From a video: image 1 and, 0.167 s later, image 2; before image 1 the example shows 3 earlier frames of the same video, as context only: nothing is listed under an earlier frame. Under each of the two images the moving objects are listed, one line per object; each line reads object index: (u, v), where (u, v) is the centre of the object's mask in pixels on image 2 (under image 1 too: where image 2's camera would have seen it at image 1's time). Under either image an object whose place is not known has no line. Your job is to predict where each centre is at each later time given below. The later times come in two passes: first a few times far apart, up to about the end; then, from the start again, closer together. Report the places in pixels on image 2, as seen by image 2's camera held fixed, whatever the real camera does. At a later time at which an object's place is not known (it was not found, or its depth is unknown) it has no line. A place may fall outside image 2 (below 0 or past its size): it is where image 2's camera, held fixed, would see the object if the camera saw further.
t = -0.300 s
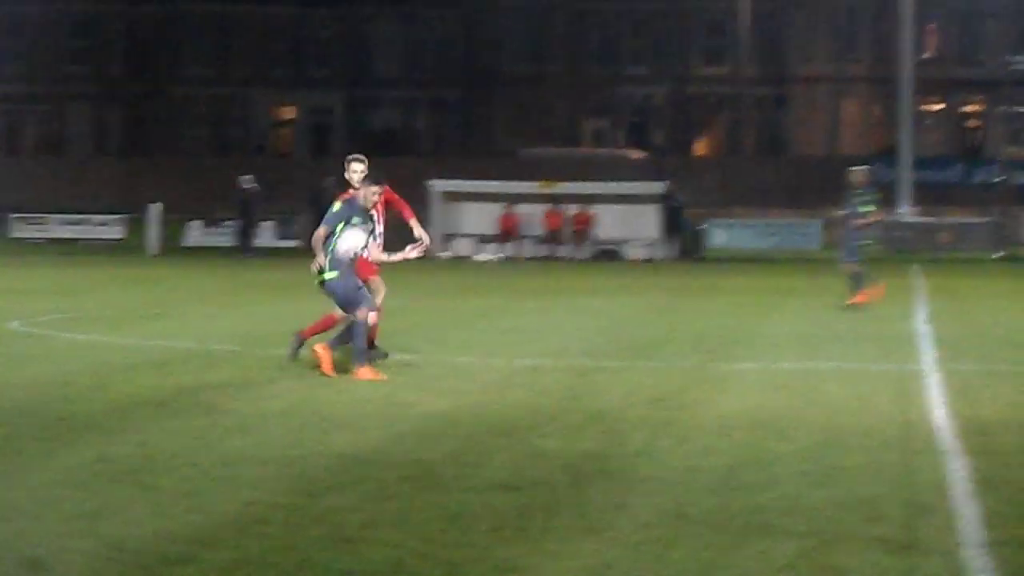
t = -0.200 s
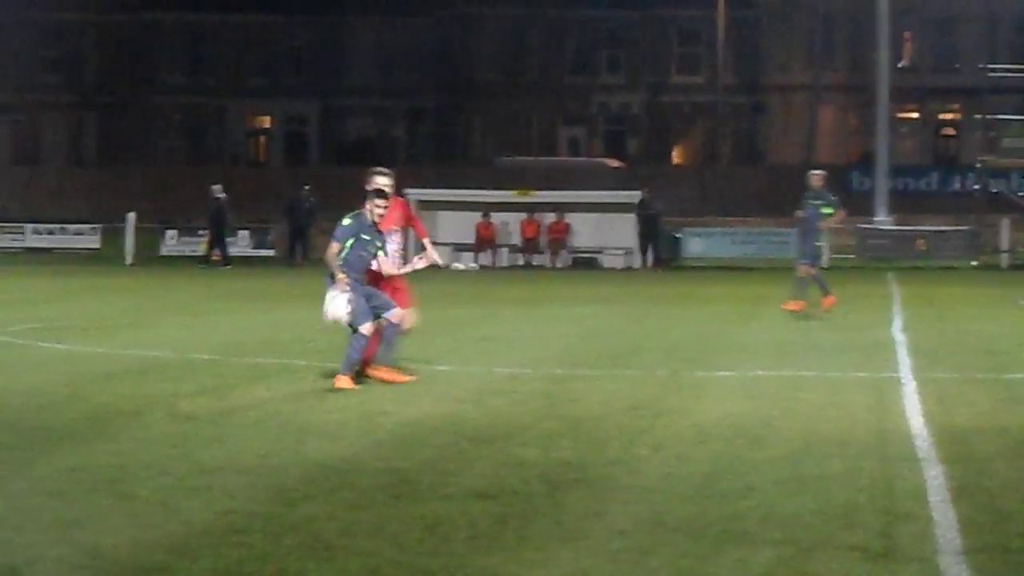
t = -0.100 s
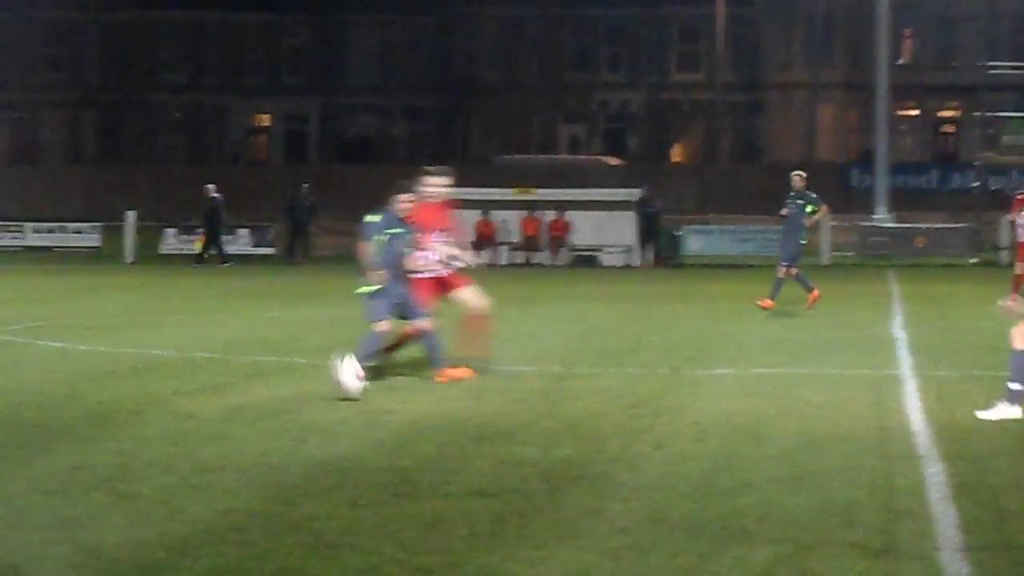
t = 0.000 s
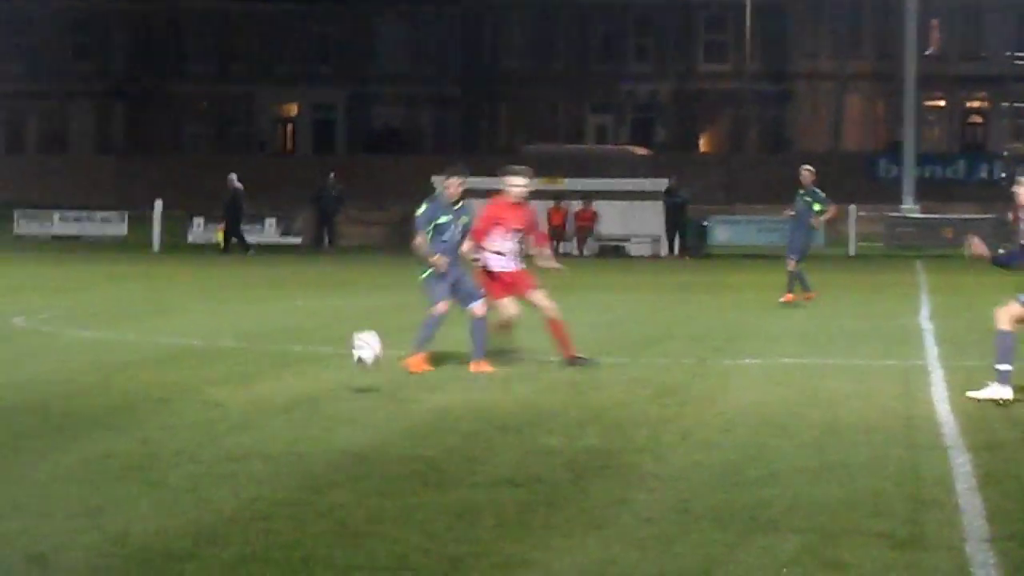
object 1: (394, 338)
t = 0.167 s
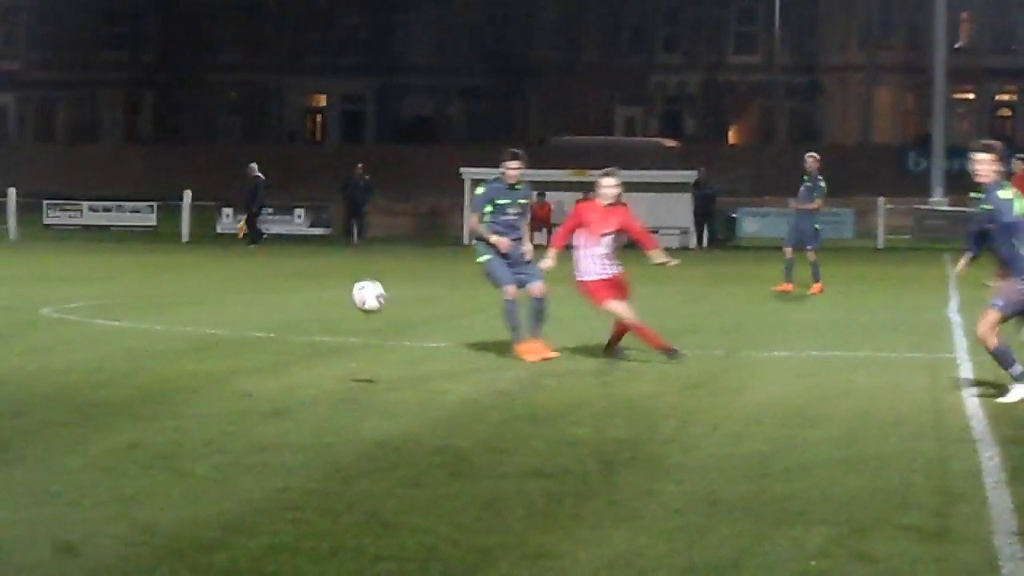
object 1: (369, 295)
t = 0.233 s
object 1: (358, 289)
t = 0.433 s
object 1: (322, 307)
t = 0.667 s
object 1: (273, 378)
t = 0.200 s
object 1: (363, 292)
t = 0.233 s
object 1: (358, 289)
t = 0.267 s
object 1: (352, 287)
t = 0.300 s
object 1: (346, 288)
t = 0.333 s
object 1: (341, 291)
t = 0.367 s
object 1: (334, 295)
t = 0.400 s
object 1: (328, 301)
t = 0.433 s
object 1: (322, 307)
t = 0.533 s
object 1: (301, 339)
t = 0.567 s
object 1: (295, 353)
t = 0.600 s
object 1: (288, 368)
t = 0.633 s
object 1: (281, 384)
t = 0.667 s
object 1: (273, 378)
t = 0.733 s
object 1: (256, 363)
